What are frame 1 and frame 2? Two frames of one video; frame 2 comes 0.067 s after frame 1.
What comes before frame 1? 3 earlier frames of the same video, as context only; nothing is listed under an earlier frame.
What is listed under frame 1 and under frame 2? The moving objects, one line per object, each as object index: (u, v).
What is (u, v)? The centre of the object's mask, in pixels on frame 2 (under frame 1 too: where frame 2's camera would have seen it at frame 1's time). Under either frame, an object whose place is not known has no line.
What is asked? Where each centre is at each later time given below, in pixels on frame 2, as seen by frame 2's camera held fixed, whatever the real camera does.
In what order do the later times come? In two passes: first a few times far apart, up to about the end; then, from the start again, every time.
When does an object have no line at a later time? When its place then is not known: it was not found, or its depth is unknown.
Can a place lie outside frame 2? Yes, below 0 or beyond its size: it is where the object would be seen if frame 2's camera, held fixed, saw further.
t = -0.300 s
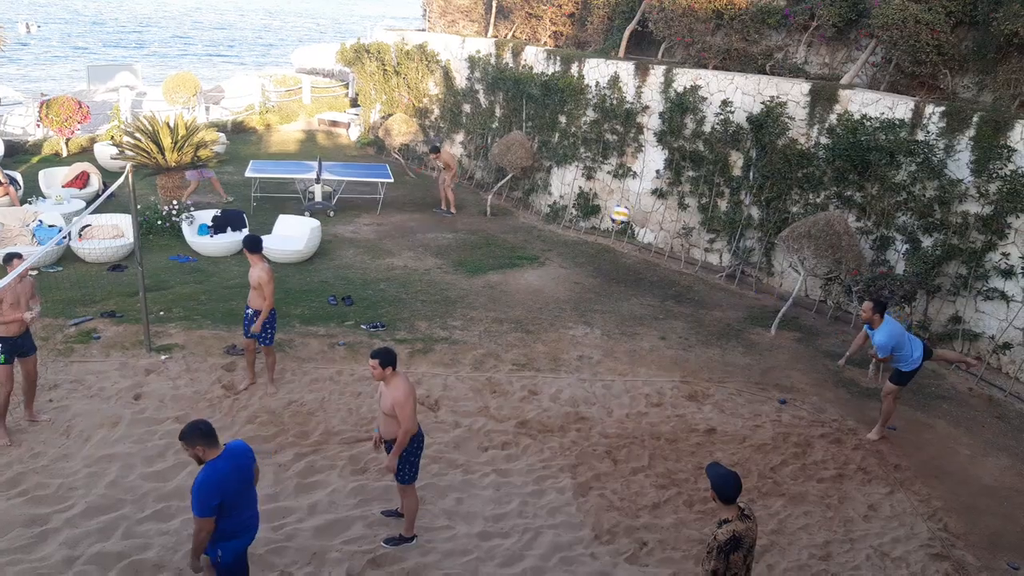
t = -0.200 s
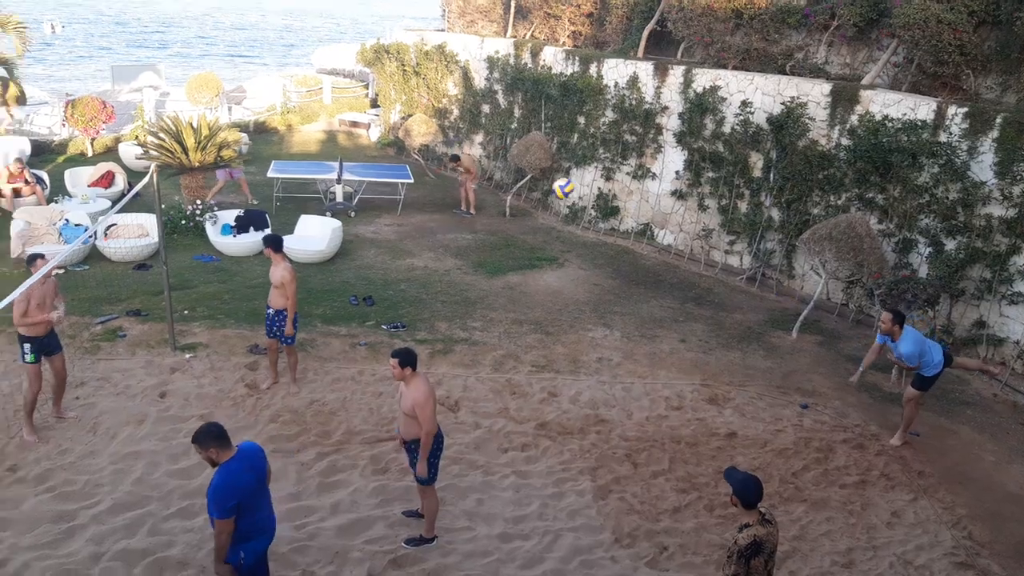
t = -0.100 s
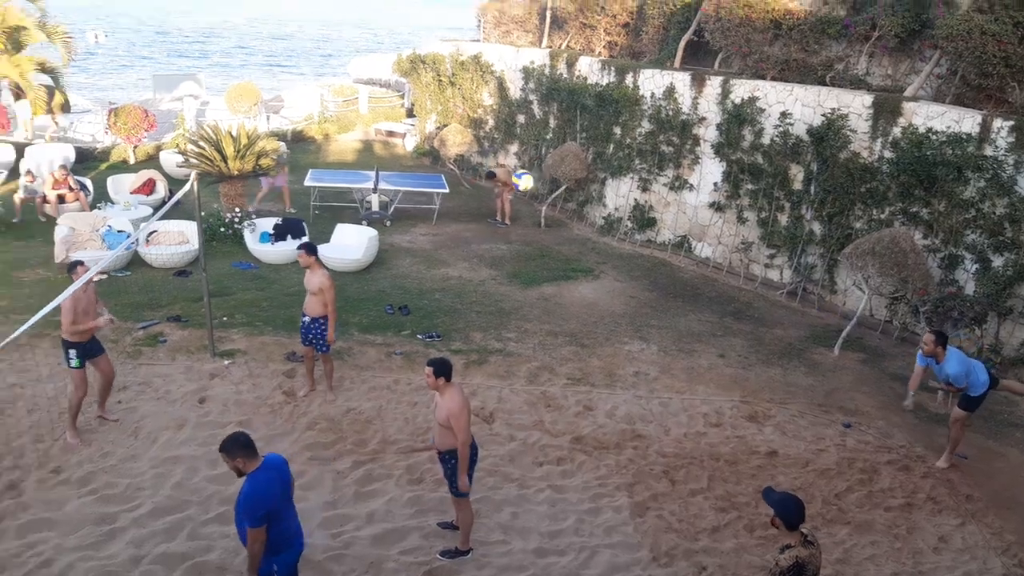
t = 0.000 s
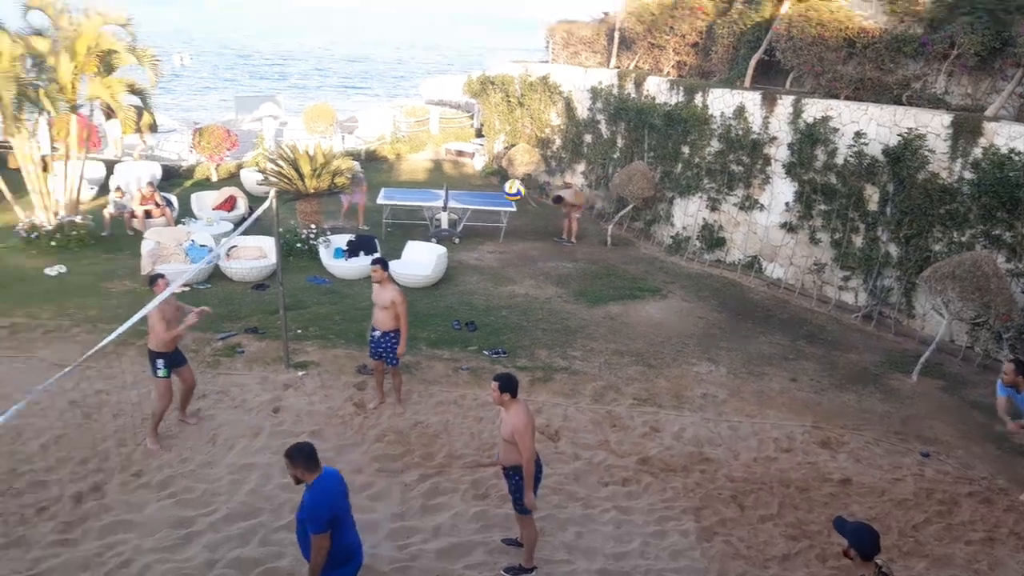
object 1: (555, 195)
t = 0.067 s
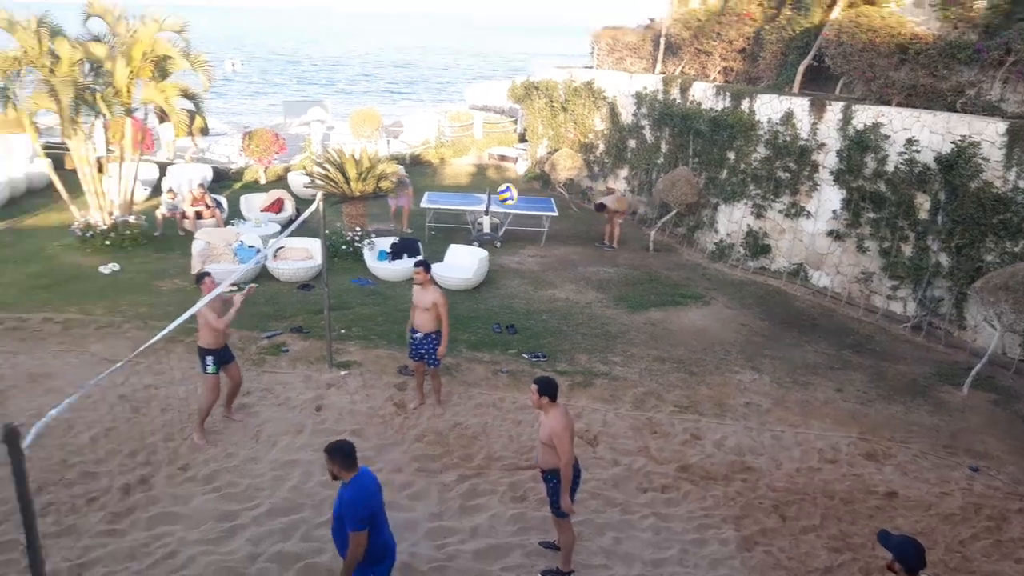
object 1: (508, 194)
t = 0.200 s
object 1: (415, 204)
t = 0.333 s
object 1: (330, 232)
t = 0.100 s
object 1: (484, 195)
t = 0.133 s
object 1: (461, 197)
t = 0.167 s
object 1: (438, 200)
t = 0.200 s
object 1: (415, 204)
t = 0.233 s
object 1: (394, 210)
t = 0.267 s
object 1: (372, 216)
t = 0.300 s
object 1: (350, 224)
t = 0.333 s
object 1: (330, 232)
